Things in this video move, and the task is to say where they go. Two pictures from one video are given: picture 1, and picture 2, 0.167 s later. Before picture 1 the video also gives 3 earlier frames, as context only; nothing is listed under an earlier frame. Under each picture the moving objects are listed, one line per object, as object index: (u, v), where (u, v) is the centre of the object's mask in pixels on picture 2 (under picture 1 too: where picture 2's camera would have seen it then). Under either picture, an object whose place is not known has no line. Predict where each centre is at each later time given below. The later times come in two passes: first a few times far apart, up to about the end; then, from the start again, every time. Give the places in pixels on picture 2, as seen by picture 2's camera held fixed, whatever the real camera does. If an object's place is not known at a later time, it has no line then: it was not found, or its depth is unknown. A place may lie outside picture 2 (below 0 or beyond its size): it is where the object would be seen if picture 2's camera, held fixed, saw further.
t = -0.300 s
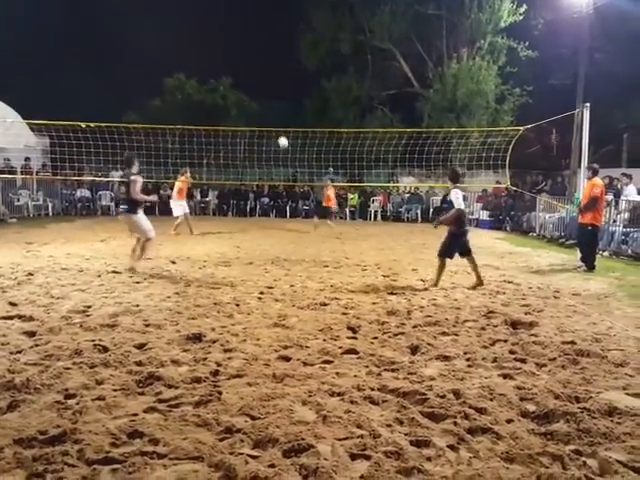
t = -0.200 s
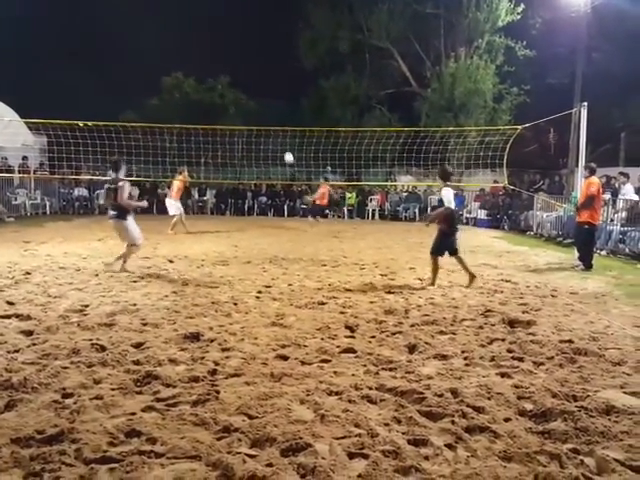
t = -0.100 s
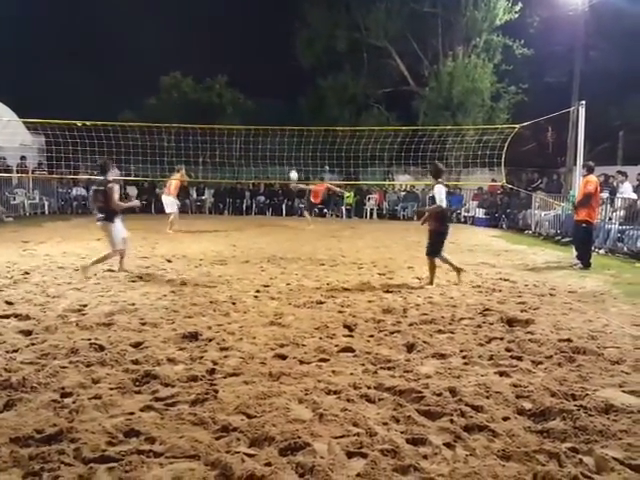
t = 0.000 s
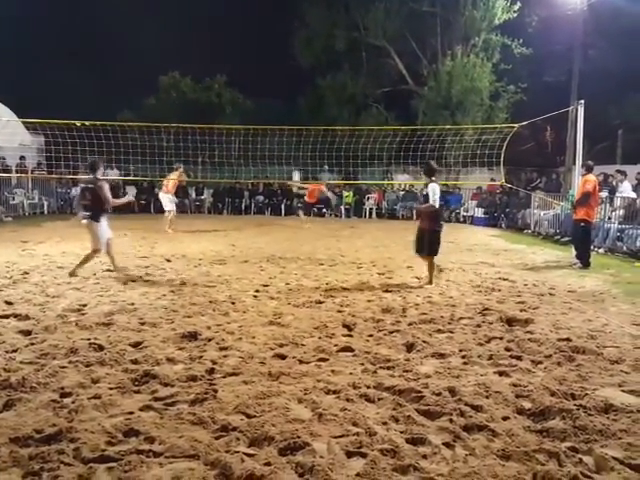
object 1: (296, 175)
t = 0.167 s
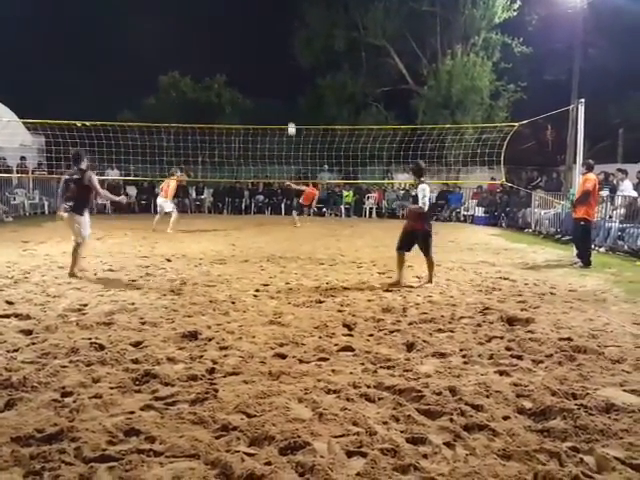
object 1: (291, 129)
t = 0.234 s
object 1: (289, 113)
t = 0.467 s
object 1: (282, 66)
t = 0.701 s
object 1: (273, 37)
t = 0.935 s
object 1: (265, 28)
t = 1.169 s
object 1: (256, 42)
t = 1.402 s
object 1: (248, 79)
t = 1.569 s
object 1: (242, 119)
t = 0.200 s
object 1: (290, 120)
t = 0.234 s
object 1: (289, 113)
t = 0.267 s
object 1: (288, 105)
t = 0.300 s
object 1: (287, 97)
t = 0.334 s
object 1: (286, 90)
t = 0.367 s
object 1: (285, 84)
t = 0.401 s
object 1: (284, 77)
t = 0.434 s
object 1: (283, 71)
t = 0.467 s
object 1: (282, 66)
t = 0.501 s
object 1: (281, 60)
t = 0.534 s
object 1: (279, 55)
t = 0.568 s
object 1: (278, 51)
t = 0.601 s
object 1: (277, 47)
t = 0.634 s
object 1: (276, 43)
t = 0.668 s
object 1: (274, 40)
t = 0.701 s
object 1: (273, 37)
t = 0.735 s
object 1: (272, 34)
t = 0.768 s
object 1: (271, 32)
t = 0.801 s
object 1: (270, 31)
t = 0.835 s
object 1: (268, 29)
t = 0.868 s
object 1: (267, 28)
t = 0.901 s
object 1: (266, 28)
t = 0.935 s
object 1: (265, 28)
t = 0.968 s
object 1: (263, 29)
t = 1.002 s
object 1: (262, 30)
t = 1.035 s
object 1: (261, 32)
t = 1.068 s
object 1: (260, 33)
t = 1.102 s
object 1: (258, 36)
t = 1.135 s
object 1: (257, 39)
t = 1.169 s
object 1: (256, 42)
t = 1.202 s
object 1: (255, 46)
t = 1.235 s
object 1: (254, 50)
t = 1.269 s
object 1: (254, 55)
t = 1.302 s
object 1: (252, 60)
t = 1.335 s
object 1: (251, 66)
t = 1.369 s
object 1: (250, 72)
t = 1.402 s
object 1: (248, 79)
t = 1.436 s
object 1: (248, 86)
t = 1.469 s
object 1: (246, 94)
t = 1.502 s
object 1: (245, 102)
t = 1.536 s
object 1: (244, 110)
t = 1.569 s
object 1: (242, 119)
